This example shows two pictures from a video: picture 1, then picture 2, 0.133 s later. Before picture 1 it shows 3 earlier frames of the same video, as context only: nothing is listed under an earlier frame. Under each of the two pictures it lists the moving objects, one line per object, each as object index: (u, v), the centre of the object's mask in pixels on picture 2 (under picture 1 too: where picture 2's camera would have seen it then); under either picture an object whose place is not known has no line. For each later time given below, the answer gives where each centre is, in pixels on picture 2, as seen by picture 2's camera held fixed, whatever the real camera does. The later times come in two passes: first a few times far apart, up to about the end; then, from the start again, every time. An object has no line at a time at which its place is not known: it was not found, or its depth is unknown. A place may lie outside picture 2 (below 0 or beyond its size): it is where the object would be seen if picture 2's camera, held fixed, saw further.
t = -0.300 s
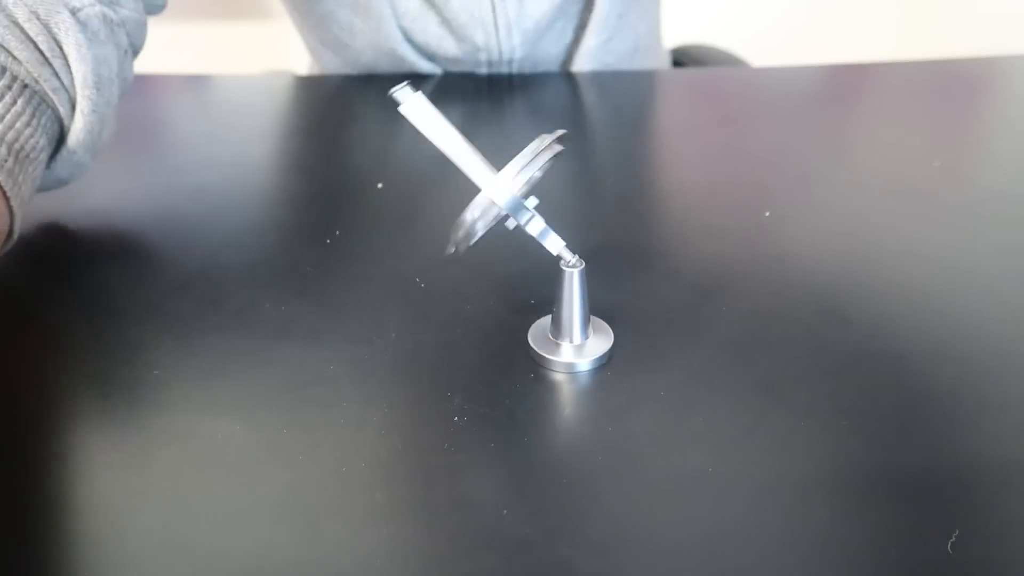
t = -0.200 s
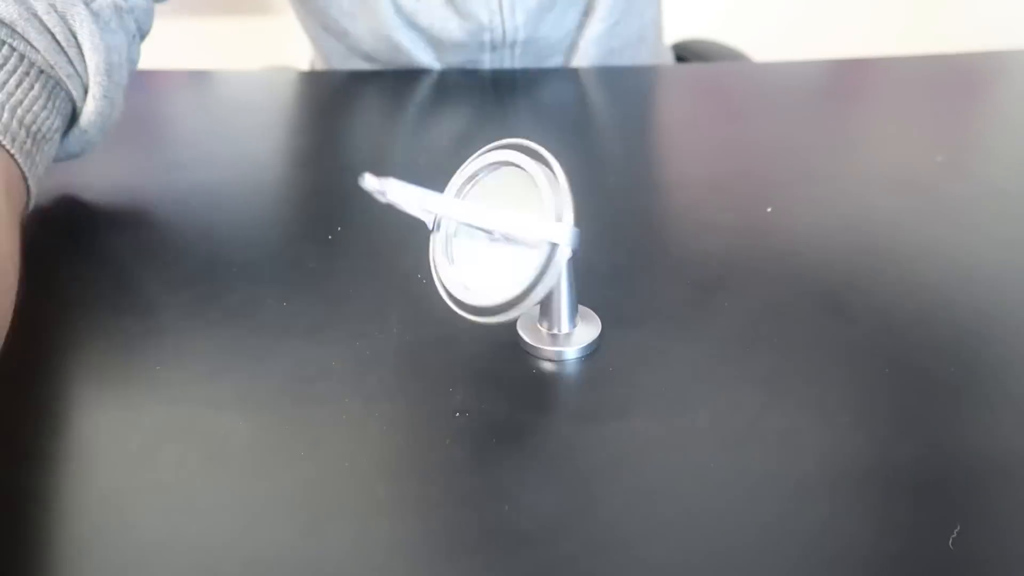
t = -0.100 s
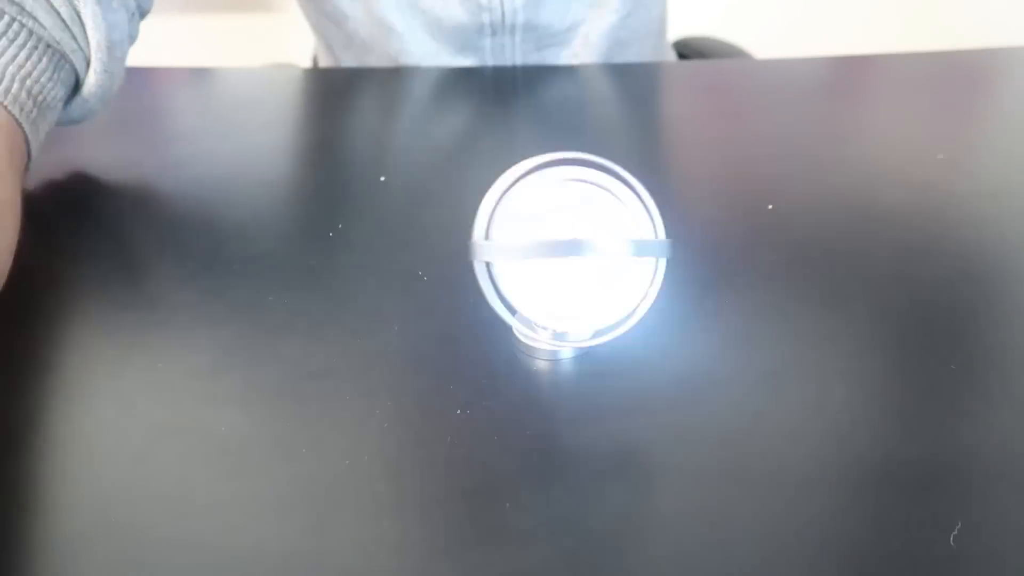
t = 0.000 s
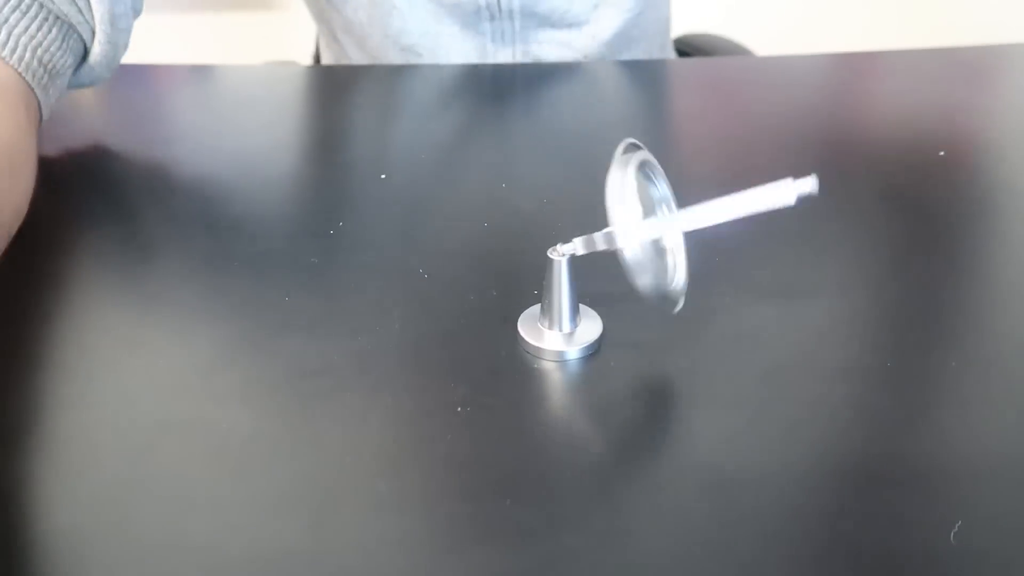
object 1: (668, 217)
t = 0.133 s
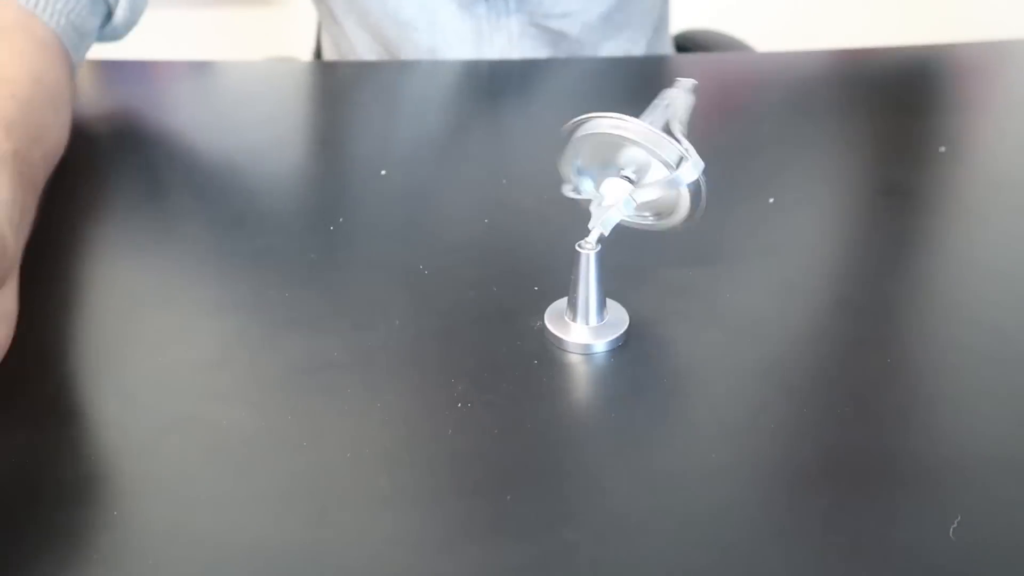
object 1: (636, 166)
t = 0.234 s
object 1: (551, 167)
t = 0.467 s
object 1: (548, 252)
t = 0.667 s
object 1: (723, 227)
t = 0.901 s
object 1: (566, 176)
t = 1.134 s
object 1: (532, 269)
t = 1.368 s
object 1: (707, 232)
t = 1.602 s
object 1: (556, 186)
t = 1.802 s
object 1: (505, 264)
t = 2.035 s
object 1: (663, 288)
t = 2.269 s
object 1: (703, 220)
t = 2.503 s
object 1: (623, 181)
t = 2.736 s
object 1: (535, 198)
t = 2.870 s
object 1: (502, 220)
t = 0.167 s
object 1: (609, 165)
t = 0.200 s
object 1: (581, 166)
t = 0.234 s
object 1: (551, 167)
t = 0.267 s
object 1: (526, 172)
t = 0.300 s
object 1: (507, 177)
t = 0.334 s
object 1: (490, 188)
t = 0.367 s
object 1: (485, 207)
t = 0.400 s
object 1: (495, 229)
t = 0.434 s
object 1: (513, 244)
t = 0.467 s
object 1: (548, 252)
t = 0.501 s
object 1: (582, 257)
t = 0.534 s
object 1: (611, 259)
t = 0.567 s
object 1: (646, 261)
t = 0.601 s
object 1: (686, 253)
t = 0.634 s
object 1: (710, 242)
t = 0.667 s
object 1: (723, 227)
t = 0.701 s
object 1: (714, 211)
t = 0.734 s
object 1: (698, 195)
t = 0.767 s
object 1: (675, 183)
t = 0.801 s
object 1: (649, 177)
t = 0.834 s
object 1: (623, 173)
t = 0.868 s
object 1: (594, 172)
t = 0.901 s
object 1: (566, 176)
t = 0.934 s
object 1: (538, 182)
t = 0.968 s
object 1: (511, 193)
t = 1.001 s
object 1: (494, 206)
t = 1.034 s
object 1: (484, 223)
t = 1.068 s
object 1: (486, 238)
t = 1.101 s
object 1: (501, 255)
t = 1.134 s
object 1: (532, 269)
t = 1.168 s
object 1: (568, 278)
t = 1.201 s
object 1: (604, 284)
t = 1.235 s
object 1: (645, 283)
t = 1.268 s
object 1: (682, 274)
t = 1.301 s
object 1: (703, 262)
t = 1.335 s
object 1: (712, 248)
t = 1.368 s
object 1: (707, 232)
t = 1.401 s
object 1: (690, 218)
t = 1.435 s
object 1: (671, 206)
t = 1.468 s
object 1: (649, 195)
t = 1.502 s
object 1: (625, 187)
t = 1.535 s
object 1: (600, 181)
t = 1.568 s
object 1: (576, 180)
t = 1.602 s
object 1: (556, 186)
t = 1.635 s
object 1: (536, 195)
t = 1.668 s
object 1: (518, 210)
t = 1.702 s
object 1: (504, 223)
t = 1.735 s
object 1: (496, 240)
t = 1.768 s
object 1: (497, 254)
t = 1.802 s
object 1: (505, 264)
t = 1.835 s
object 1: (520, 272)
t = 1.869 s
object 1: (539, 275)
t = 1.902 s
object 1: (562, 277)
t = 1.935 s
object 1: (584, 286)
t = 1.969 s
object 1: (609, 290)
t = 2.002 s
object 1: (634, 289)
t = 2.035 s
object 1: (663, 288)
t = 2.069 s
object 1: (683, 282)
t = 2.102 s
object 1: (699, 275)
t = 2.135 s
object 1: (710, 265)
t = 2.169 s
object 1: (715, 255)
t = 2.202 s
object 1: (713, 242)
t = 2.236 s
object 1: (709, 230)
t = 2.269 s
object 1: (703, 220)
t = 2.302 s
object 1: (693, 212)
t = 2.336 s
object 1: (680, 205)
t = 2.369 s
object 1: (666, 199)
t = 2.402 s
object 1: (655, 191)
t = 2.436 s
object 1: (645, 186)
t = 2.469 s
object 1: (634, 183)
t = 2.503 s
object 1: (623, 181)
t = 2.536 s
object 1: (611, 181)
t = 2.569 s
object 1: (597, 183)
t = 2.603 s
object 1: (582, 184)
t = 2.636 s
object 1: (568, 187)
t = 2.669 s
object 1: (556, 190)
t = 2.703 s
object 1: (545, 194)
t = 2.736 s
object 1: (535, 198)
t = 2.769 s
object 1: (526, 202)
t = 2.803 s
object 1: (517, 208)
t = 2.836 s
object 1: (509, 214)
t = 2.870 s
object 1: (502, 220)
